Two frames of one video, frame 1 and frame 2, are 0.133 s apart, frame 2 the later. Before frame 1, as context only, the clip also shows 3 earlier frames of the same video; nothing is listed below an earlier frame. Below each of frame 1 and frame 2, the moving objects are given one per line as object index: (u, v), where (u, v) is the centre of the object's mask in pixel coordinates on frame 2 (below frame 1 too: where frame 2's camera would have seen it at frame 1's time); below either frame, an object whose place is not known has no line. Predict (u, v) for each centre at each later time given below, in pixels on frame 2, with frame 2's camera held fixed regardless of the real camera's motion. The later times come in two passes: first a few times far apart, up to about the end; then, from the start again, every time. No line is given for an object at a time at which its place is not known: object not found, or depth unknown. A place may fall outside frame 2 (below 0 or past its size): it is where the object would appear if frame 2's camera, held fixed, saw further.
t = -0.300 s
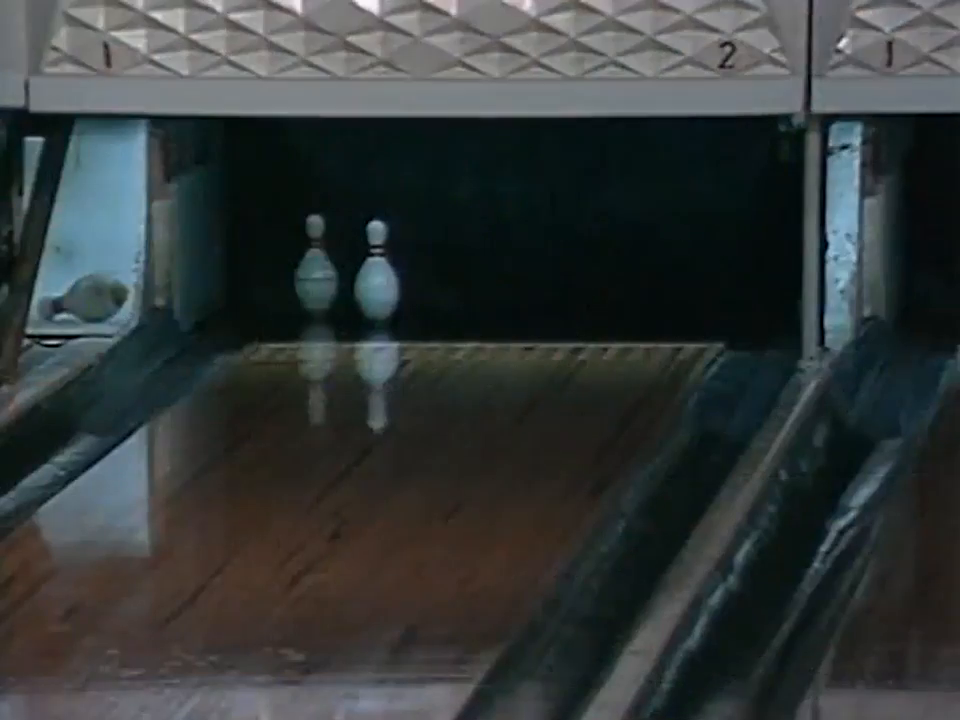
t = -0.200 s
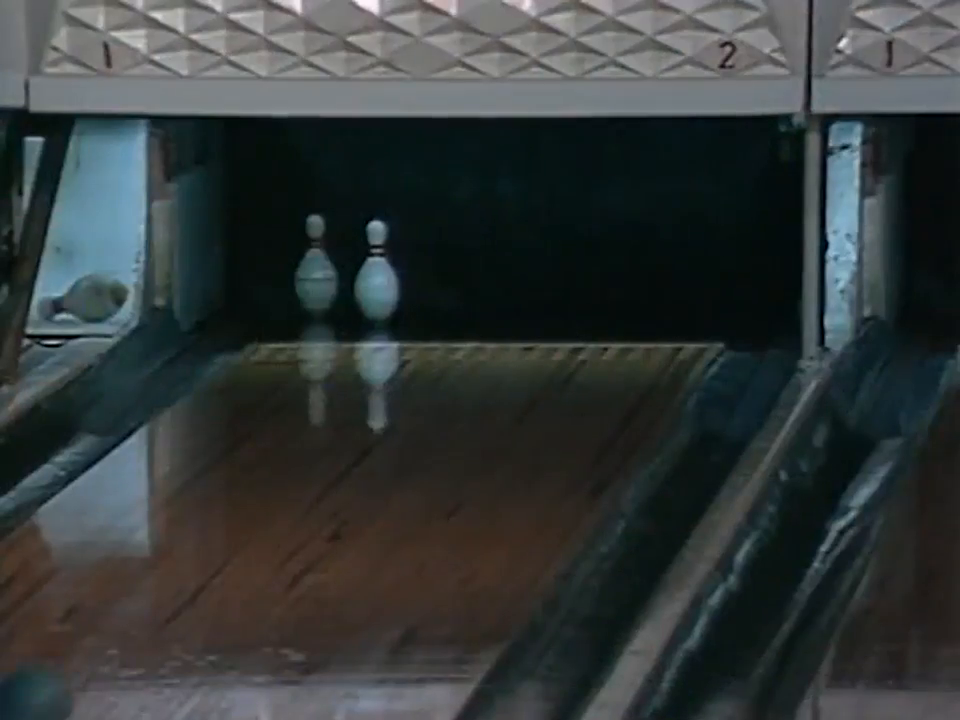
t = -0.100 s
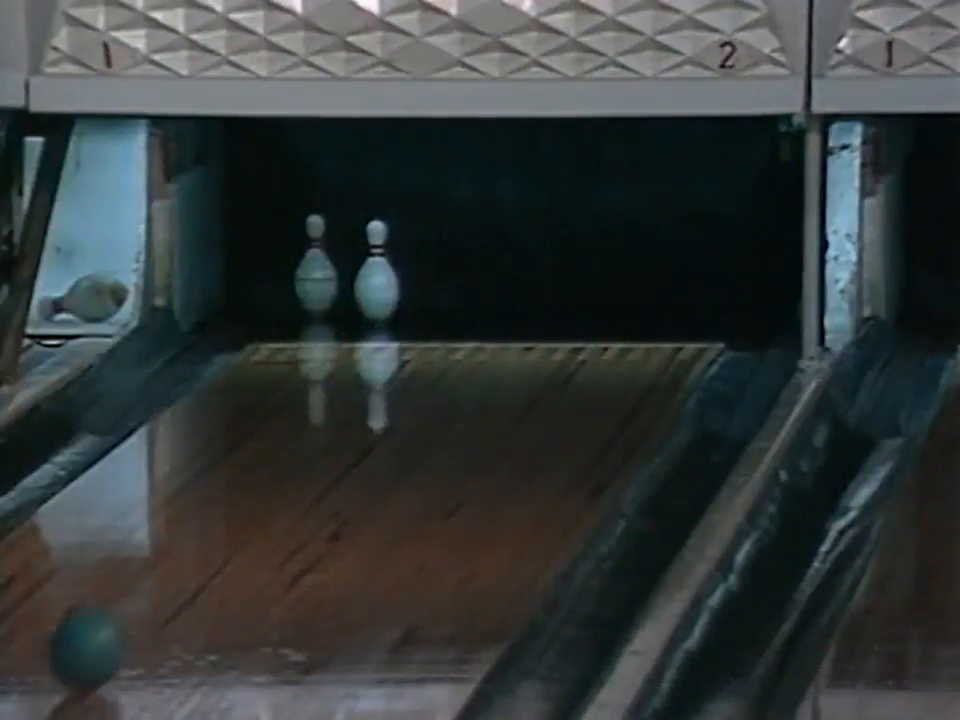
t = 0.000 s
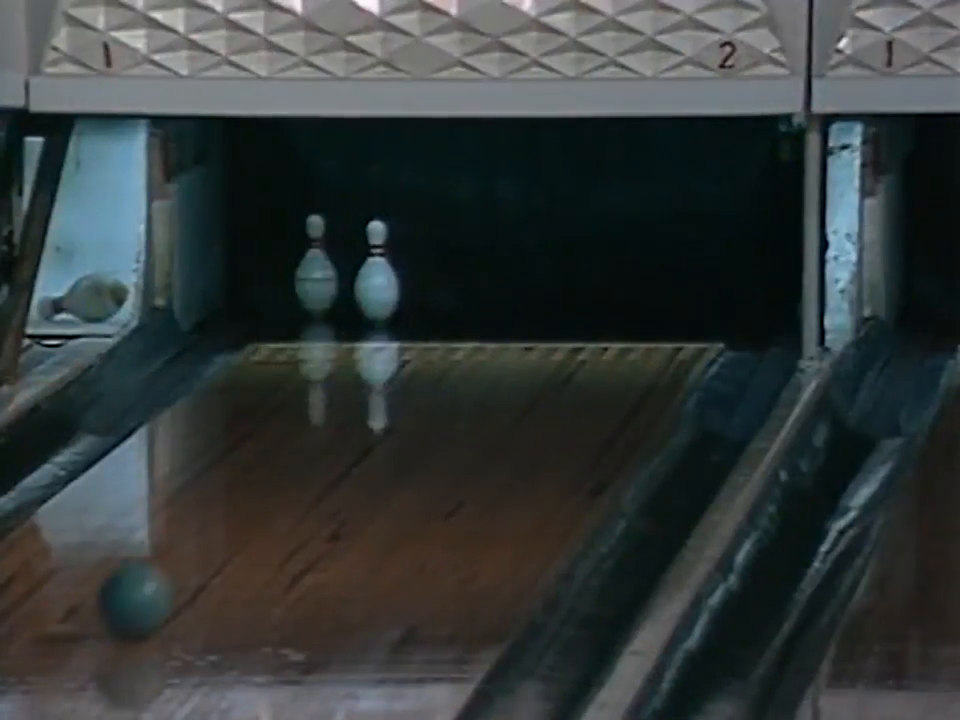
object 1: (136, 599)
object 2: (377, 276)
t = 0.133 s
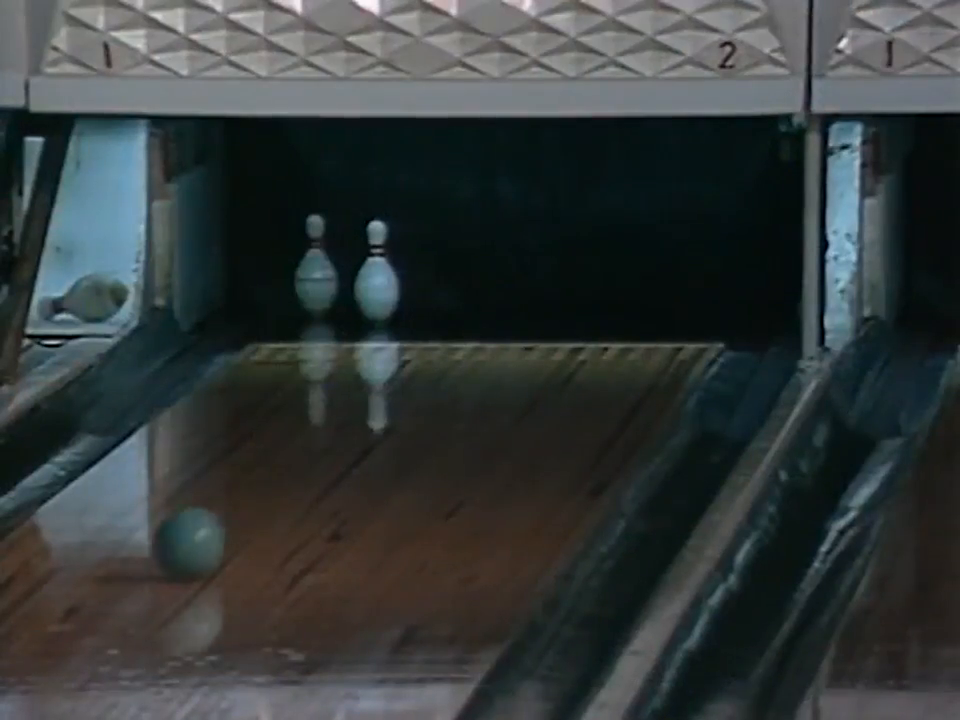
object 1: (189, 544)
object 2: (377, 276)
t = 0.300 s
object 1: (243, 481)
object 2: (377, 276)
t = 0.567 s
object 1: (305, 403)
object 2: (377, 276)
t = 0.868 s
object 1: (345, 330)
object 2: (377, 275)
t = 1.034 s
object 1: (356, 297)
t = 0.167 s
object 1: (201, 530)
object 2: (377, 276)
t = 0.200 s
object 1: (213, 517)
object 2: (377, 276)
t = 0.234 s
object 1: (225, 504)
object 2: (377, 276)
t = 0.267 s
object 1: (234, 492)
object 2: (377, 276)
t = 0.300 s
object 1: (243, 481)
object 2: (377, 276)
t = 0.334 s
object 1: (253, 471)
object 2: (377, 276)
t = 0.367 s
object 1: (262, 460)
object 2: (377, 276)
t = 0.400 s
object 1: (271, 449)
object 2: (377, 276)
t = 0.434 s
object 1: (279, 440)
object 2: (377, 276)
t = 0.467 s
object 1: (286, 430)
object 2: (377, 276)
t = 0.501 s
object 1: (292, 420)
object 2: (377, 276)
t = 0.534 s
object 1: (299, 411)
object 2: (377, 276)
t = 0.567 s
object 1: (305, 403)
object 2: (377, 276)
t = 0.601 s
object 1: (310, 395)
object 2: (377, 276)
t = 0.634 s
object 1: (315, 386)
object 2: (377, 276)
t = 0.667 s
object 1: (321, 378)
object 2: (377, 276)
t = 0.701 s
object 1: (325, 372)
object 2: (377, 276)
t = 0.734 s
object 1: (330, 361)
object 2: (377, 276)
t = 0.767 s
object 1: (334, 353)
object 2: (377, 276)
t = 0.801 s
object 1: (338, 345)
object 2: (377, 276)
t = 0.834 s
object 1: (342, 337)
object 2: (377, 276)
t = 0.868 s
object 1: (345, 330)
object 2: (377, 275)
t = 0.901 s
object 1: (348, 322)
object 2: (378, 273)
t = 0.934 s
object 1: (352, 314)
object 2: (379, 270)
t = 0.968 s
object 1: (355, 311)
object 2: (380, 268)
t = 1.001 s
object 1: (357, 309)
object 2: (381, 266)
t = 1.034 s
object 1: (356, 297)
